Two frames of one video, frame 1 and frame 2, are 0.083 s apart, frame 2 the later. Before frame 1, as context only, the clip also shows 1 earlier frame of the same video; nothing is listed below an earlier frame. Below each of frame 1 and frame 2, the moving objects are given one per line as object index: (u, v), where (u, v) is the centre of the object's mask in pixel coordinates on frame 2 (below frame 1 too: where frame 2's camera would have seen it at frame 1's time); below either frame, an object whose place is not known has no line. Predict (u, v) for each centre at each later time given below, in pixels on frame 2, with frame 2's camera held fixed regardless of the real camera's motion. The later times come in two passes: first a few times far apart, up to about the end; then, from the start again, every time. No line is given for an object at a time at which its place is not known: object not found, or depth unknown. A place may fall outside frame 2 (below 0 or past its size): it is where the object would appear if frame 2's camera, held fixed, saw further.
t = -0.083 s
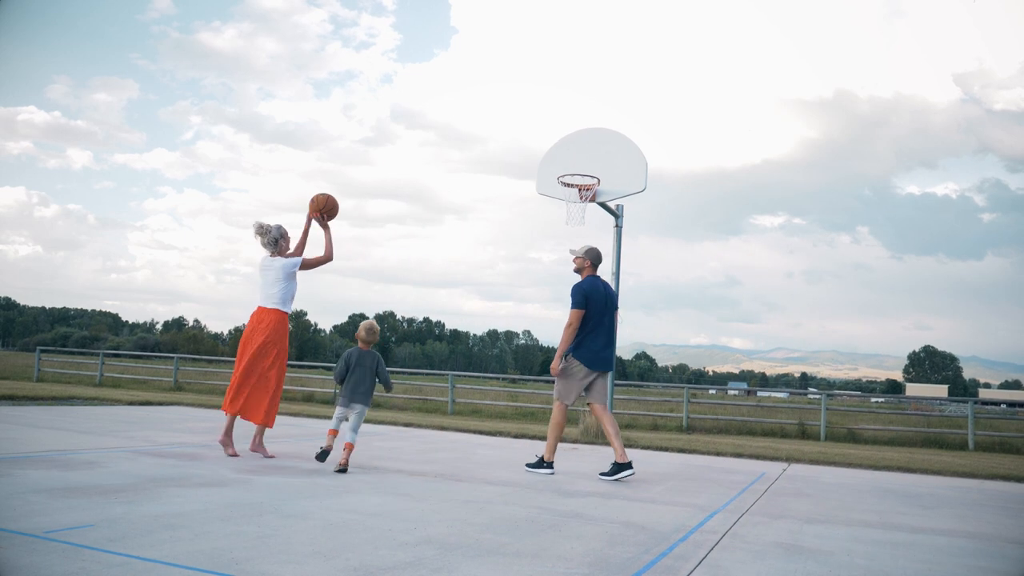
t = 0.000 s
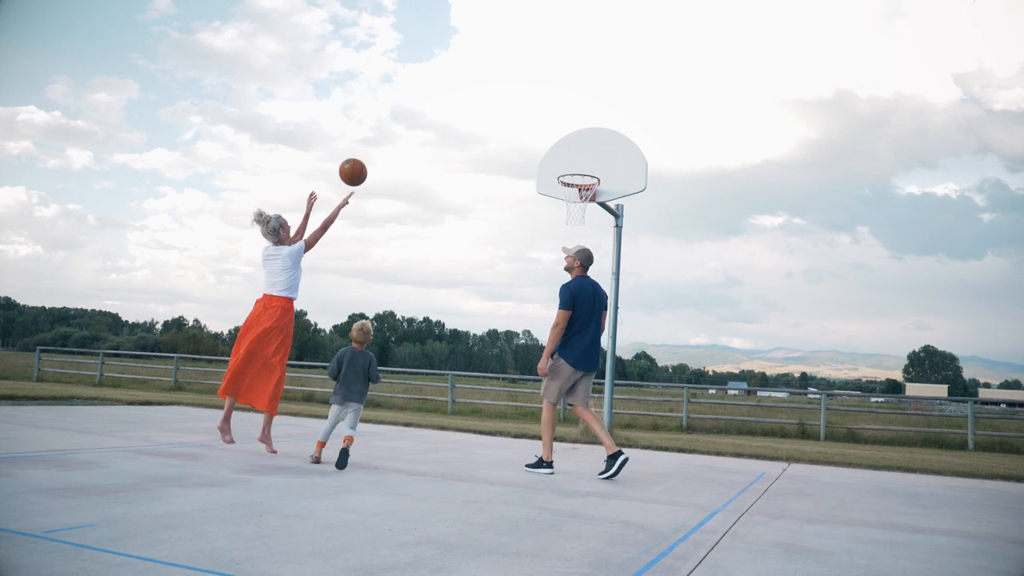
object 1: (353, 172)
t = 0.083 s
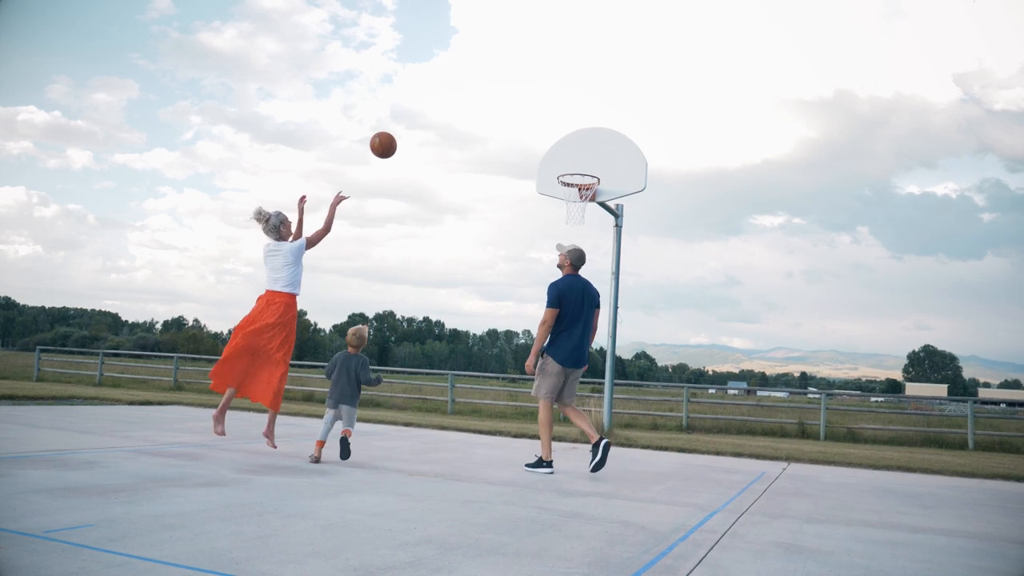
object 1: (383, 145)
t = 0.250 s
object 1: (435, 118)
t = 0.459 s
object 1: (488, 125)
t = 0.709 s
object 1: (538, 179)
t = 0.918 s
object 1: (570, 258)
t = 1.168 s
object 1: (601, 385)
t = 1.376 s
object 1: (613, 399)
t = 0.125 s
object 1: (397, 135)
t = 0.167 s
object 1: (410, 127)
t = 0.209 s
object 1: (423, 122)
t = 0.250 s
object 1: (435, 118)
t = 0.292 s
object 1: (447, 116)
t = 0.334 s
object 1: (458, 116)
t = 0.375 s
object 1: (469, 117)
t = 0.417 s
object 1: (479, 120)
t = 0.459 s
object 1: (488, 125)
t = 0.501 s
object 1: (497, 131)
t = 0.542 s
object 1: (506, 138)
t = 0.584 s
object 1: (514, 146)
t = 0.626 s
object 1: (522, 156)
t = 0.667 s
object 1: (530, 167)
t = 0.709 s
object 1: (538, 179)
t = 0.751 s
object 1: (545, 193)
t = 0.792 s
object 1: (552, 208)
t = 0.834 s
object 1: (558, 223)
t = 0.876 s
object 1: (564, 240)
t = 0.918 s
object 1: (570, 258)
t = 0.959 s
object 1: (576, 277)
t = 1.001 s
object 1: (581, 297)
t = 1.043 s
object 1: (587, 317)
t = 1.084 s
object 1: (591, 339)
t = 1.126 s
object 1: (596, 361)
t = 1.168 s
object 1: (601, 385)
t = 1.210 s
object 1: (605, 410)
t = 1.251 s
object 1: (609, 433)
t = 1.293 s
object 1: (610, 425)
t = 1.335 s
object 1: (611, 411)
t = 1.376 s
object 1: (613, 399)
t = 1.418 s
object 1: (615, 387)
